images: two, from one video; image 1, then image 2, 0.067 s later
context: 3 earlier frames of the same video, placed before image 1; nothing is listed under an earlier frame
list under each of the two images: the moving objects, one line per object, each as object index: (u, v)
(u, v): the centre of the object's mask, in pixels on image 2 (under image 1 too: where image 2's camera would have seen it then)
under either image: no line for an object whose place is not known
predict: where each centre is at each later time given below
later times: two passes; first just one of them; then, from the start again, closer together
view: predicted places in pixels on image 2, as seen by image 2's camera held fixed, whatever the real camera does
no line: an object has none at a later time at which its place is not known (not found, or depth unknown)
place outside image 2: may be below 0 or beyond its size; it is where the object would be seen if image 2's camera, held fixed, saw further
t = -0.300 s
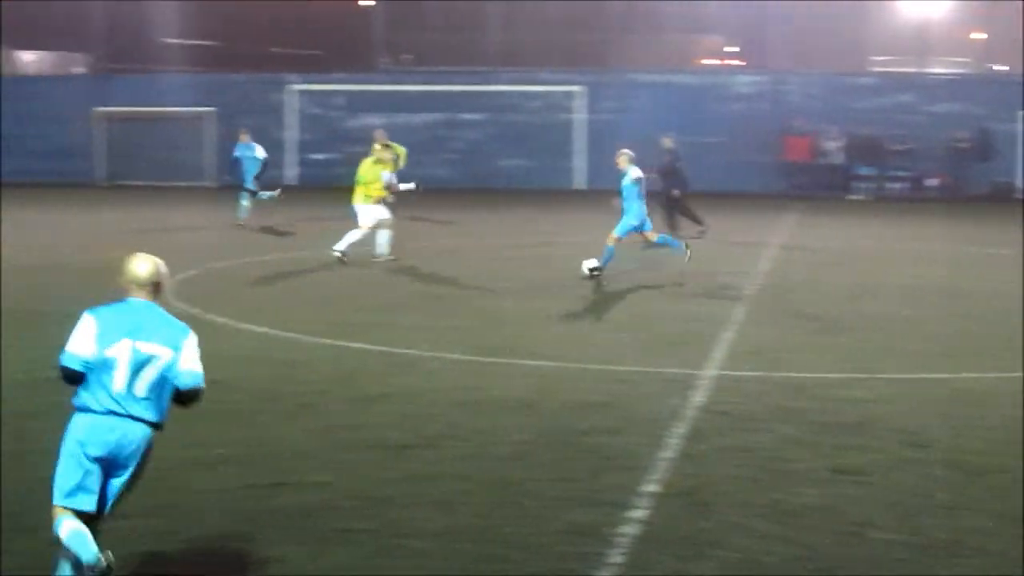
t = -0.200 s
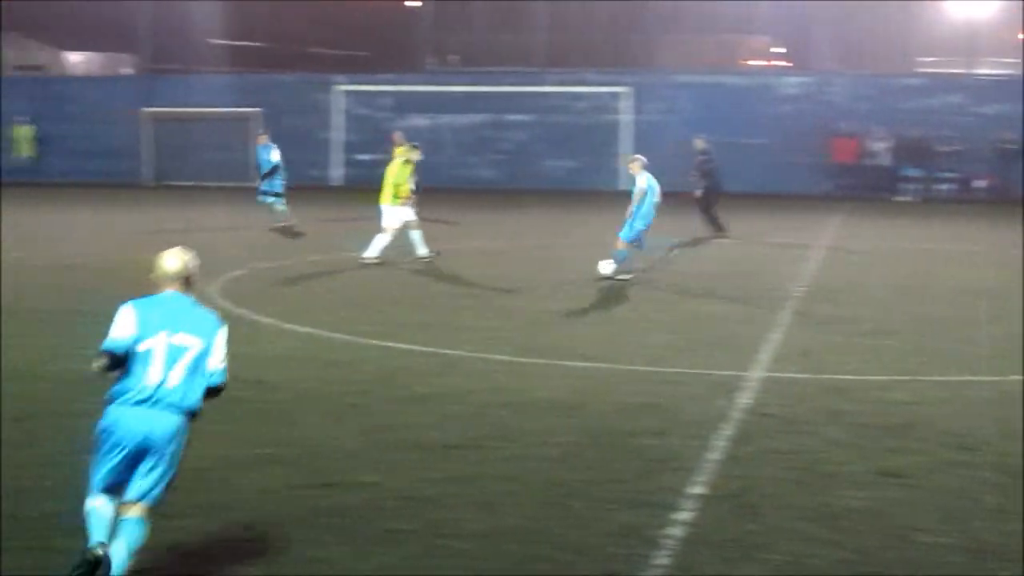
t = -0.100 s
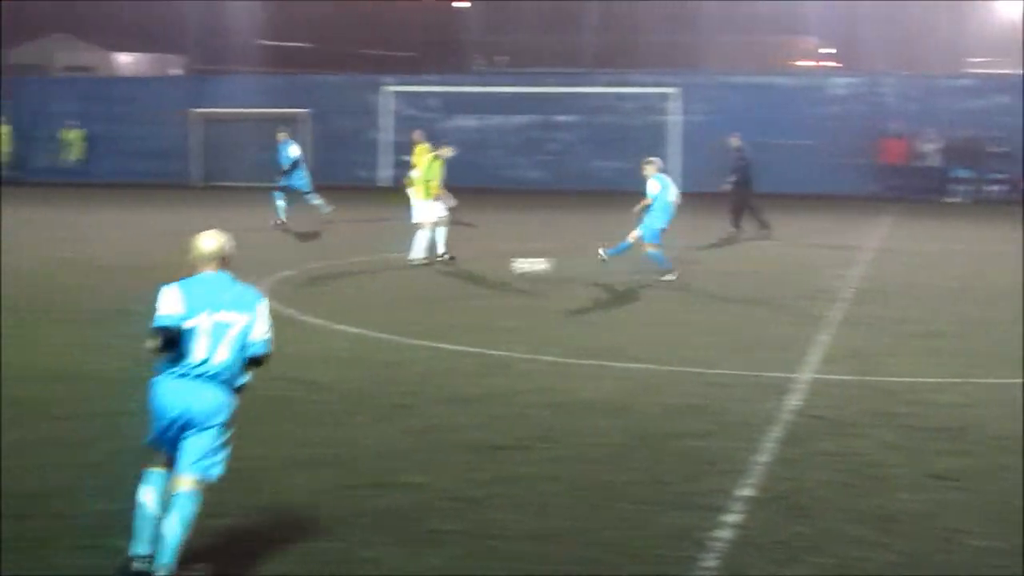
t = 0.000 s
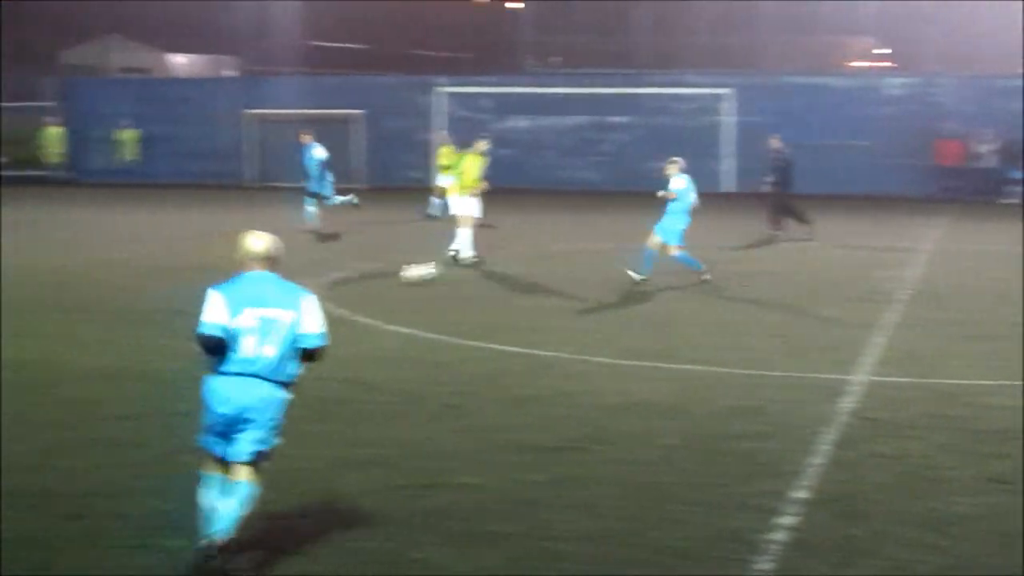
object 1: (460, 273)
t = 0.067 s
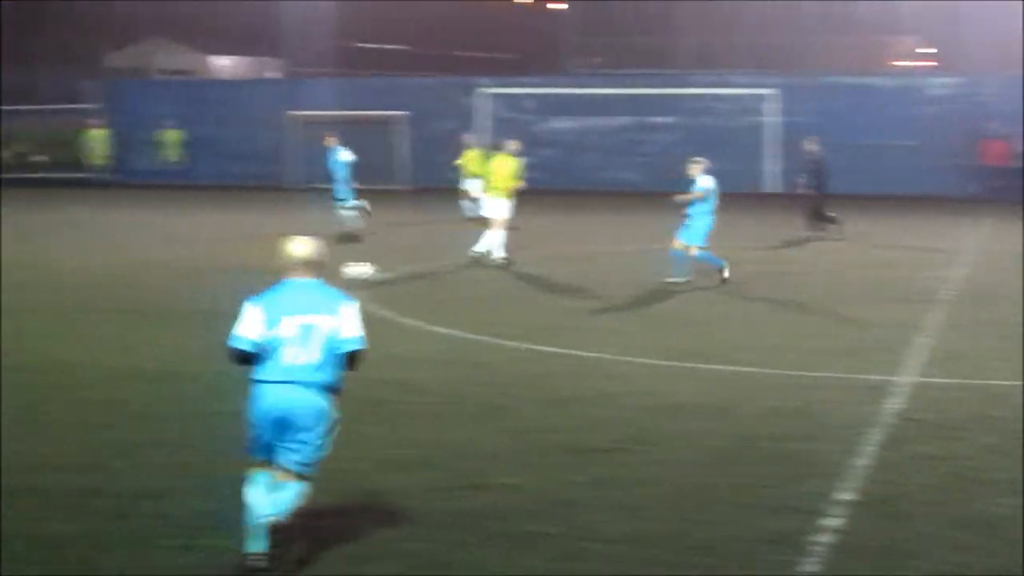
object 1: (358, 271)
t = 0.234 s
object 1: (106, 282)
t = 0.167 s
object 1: (204, 276)
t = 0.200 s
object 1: (154, 281)
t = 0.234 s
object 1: (106, 282)
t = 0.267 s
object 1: (55, 283)
